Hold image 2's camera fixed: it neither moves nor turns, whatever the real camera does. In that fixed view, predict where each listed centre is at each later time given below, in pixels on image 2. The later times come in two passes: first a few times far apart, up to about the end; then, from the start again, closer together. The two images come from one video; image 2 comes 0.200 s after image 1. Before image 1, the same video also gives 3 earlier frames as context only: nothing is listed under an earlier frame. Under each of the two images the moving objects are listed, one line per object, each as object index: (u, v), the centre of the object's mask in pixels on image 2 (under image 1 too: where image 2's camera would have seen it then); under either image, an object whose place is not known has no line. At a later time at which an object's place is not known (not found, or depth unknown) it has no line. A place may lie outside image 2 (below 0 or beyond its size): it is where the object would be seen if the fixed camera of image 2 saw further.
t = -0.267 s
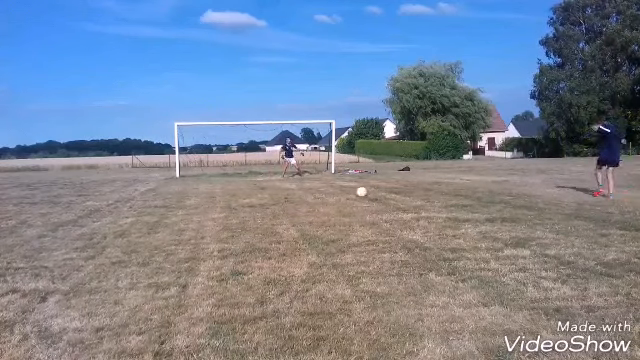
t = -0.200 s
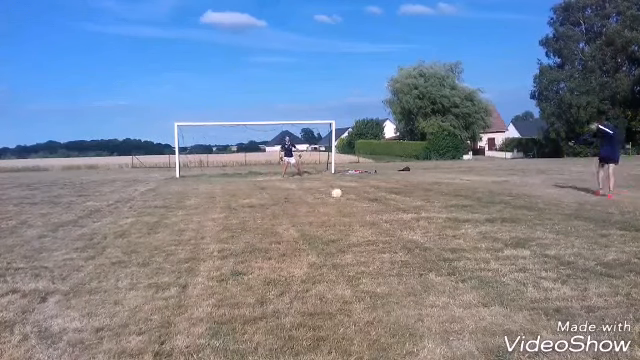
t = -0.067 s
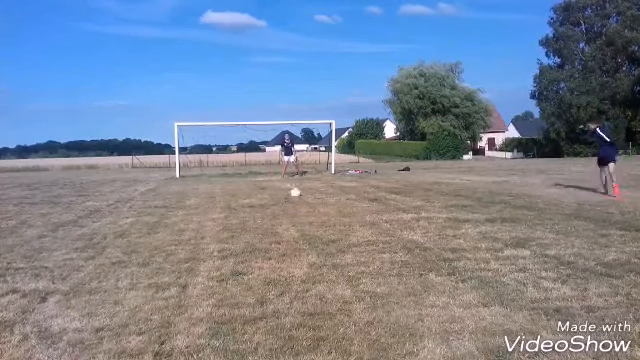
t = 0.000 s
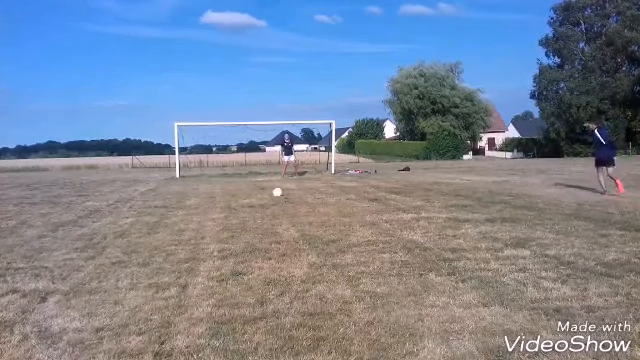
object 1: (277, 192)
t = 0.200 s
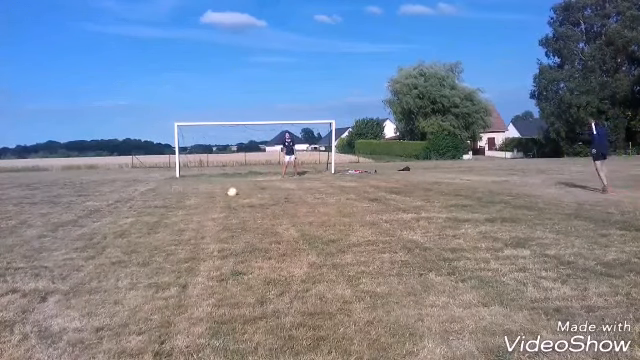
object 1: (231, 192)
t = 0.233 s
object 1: (225, 191)
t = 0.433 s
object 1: (190, 191)
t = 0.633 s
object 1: (161, 191)
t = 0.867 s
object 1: (131, 191)
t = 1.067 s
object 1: (111, 189)
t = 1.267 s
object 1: (93, 189)
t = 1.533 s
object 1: (72, 189)
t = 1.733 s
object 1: (58, 189)
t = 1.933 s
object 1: (48, 188)
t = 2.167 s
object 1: (35, 188)
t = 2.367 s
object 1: (26, 189)
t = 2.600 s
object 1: (18, 188)
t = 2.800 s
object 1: (12, 189)
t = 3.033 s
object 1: (6, 189)
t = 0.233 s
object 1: (225, 191)
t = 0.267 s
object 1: (219, 191)
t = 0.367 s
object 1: (201, 191)
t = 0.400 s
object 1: (196, 191)
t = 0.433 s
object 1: (190, 191)
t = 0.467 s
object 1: (185, 190)
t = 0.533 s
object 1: (175, 190)
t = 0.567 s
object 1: (171, 190)
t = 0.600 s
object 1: (166, 191)
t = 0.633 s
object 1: (161, 191)
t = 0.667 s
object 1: (156, 191)
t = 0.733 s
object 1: (147, 189)
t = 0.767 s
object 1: (143, 189)
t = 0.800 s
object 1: (139, 189)
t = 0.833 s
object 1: (135, 190)
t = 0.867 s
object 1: (131, 191)
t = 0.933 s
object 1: (124, 189)
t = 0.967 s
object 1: (121, 188)
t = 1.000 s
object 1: (118, 188)
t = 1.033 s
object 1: (115, 188)
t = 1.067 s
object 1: (111, 189)
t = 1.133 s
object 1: (105, 189)
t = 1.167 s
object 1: (101, 189)
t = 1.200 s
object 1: (98, 189)
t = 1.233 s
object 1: (96, 189)
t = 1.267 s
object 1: (93, 189)
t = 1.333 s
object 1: (87, 189)
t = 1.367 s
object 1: (85, 189)
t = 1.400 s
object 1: (82, 188)
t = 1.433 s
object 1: (79, 188)
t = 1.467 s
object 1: (77, 189)
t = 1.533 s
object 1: (72, 189)
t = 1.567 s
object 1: (70, 188)
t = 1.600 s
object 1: (67, 188)
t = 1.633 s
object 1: (65, 189)
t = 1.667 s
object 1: (63, 189)
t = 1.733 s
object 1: (58, 189)
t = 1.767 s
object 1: (56, 188)
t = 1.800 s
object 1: (55, 188)
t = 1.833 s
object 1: (53, 188)
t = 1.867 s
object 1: (51, 188)
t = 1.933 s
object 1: (48, 188)
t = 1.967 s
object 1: (46, 188)
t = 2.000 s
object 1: (44, 188)
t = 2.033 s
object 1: (43, 188)
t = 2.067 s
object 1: (40, 188)
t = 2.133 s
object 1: (37, 189)
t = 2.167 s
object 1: (35, 188)
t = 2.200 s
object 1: (34, 188)
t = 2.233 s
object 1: (32, 188)
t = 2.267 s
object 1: (31, 189)
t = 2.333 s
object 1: (28, 189)
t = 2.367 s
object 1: (26, 189)
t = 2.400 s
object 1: (25, 189)
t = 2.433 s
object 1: (23, 189)
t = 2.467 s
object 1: (21, 189)
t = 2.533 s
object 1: (20, 189)
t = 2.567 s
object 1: (19, 188)
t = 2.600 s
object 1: (18, 188)
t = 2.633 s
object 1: (17, 188)
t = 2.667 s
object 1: (16, 188)
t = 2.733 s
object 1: (14, 189)
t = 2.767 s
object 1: (13, 189)
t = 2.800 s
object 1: (12, 189)
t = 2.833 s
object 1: (11, 188)
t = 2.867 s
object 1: (11, 188)
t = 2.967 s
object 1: (8, 189)
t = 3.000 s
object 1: (7, 189)
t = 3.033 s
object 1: (6, 189)
